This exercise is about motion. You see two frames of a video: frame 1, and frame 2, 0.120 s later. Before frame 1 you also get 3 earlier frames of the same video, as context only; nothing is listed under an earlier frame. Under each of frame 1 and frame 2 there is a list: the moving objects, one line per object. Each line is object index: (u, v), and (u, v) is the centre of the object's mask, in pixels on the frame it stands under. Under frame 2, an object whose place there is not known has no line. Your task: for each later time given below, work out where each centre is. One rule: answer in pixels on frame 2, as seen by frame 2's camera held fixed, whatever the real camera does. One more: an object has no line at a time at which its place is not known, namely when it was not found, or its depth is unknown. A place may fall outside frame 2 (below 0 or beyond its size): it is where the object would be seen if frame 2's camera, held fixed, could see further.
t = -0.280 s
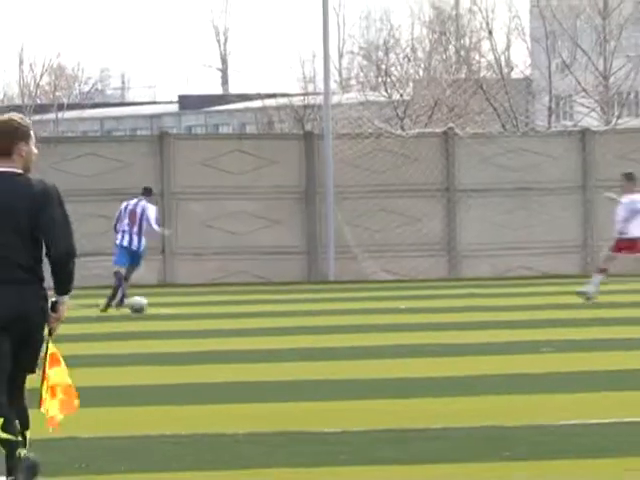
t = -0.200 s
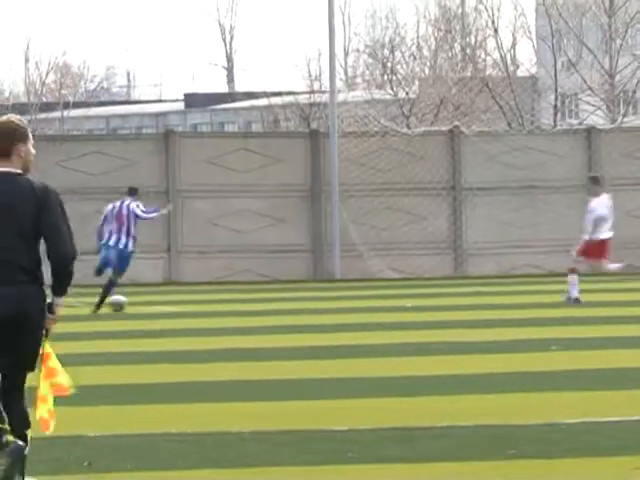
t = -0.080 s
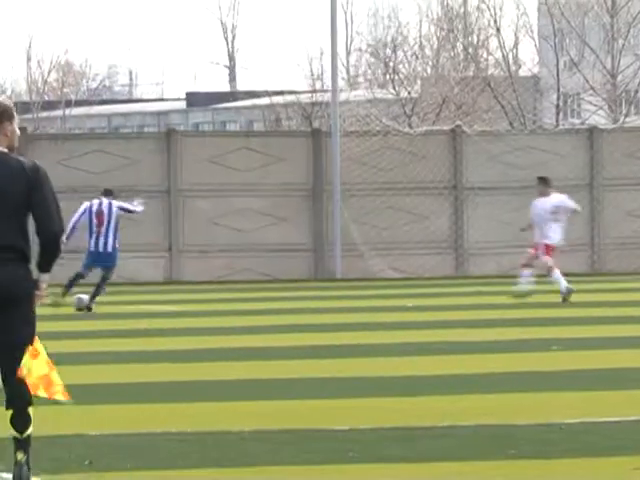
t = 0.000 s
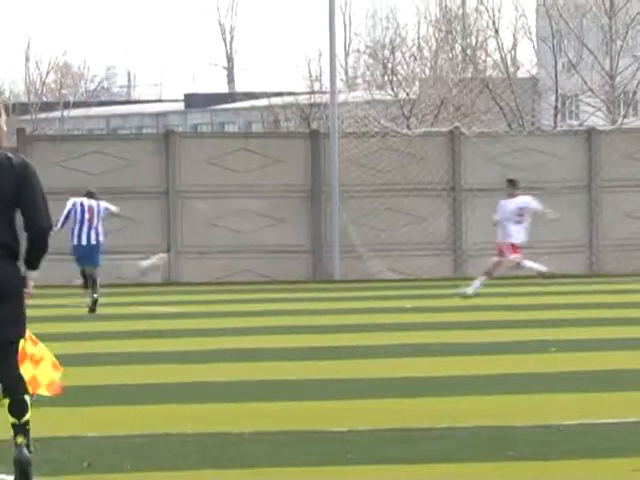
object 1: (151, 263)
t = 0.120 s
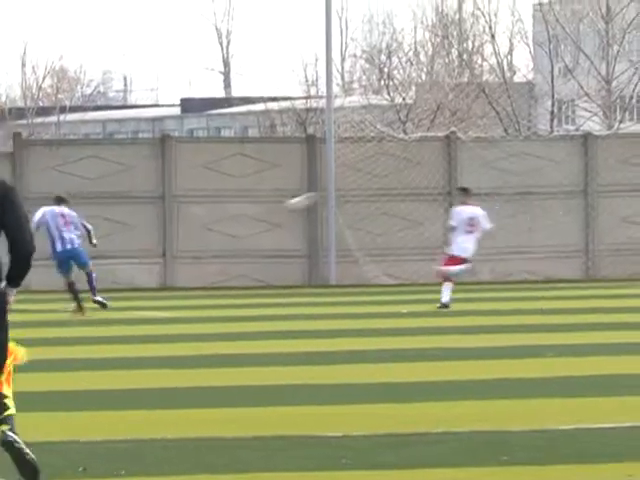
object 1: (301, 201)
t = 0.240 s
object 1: (448, 145)
